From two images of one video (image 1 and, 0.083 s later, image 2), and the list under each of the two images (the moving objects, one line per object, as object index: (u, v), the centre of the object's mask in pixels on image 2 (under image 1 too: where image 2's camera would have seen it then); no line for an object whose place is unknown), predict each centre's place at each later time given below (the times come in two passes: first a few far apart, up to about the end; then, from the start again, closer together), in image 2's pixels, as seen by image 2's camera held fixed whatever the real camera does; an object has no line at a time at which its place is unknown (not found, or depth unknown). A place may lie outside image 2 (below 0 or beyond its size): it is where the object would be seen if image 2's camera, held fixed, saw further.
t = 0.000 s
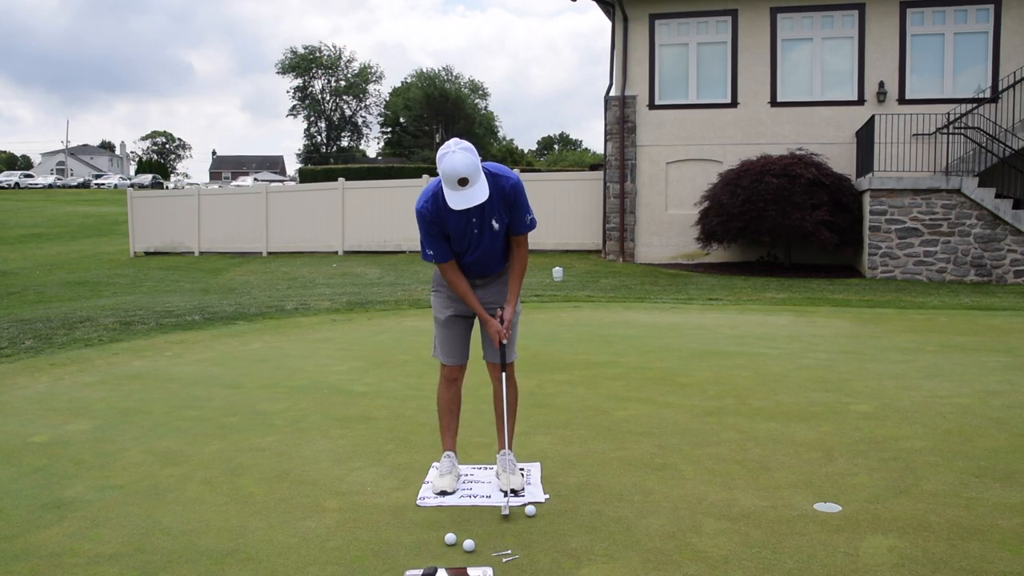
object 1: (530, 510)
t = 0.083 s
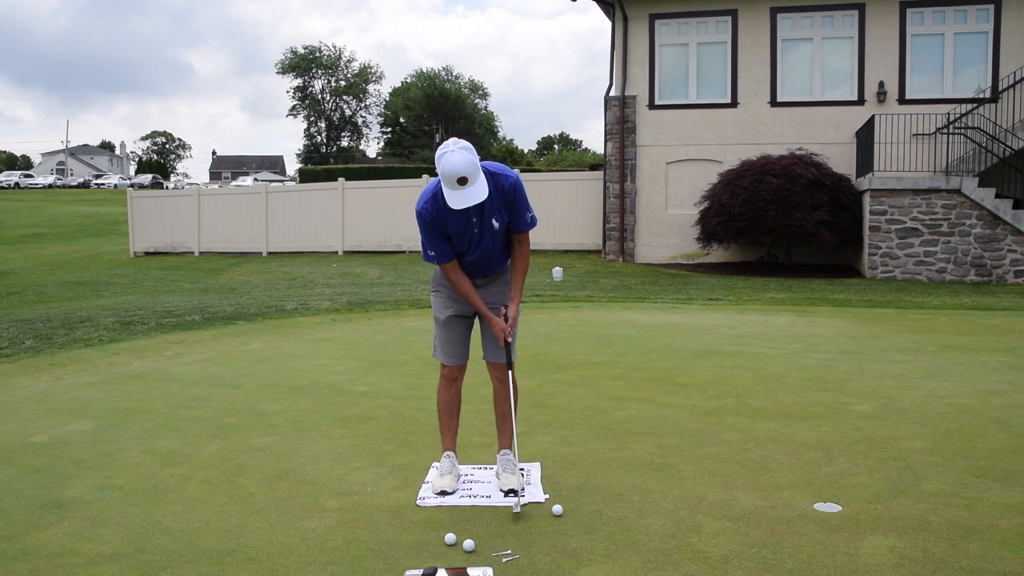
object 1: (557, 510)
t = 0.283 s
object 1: (617, 509)
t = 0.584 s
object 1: (696, 506)
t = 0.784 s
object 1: (741, 504)
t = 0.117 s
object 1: (568, 510)
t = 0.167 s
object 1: (583, 510)
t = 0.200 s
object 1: (593, 510)
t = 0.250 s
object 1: (608, 509)
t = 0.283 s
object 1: (617, 509)
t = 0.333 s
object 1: (632, 509)
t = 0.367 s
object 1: (641, 508)
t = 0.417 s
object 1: (654, 508)
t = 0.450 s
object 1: (663, 507)
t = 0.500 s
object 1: (676, 507)
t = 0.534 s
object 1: (684, 507)
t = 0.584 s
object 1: (696, 506)
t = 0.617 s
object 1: (704, 506)
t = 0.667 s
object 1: (716, 505)
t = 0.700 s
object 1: (723, 505)
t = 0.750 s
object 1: (733, 504)
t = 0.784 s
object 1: (741, 504)
